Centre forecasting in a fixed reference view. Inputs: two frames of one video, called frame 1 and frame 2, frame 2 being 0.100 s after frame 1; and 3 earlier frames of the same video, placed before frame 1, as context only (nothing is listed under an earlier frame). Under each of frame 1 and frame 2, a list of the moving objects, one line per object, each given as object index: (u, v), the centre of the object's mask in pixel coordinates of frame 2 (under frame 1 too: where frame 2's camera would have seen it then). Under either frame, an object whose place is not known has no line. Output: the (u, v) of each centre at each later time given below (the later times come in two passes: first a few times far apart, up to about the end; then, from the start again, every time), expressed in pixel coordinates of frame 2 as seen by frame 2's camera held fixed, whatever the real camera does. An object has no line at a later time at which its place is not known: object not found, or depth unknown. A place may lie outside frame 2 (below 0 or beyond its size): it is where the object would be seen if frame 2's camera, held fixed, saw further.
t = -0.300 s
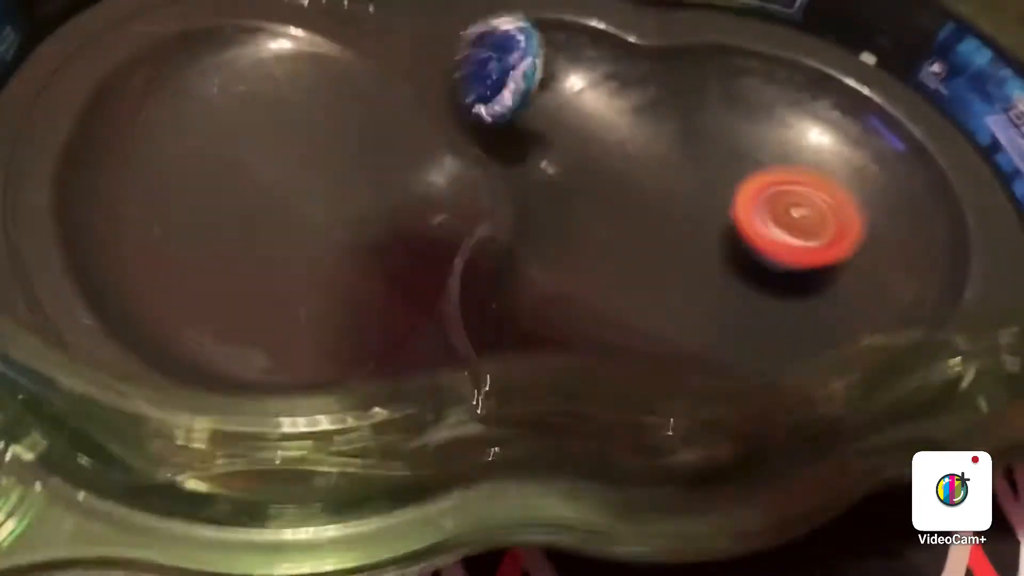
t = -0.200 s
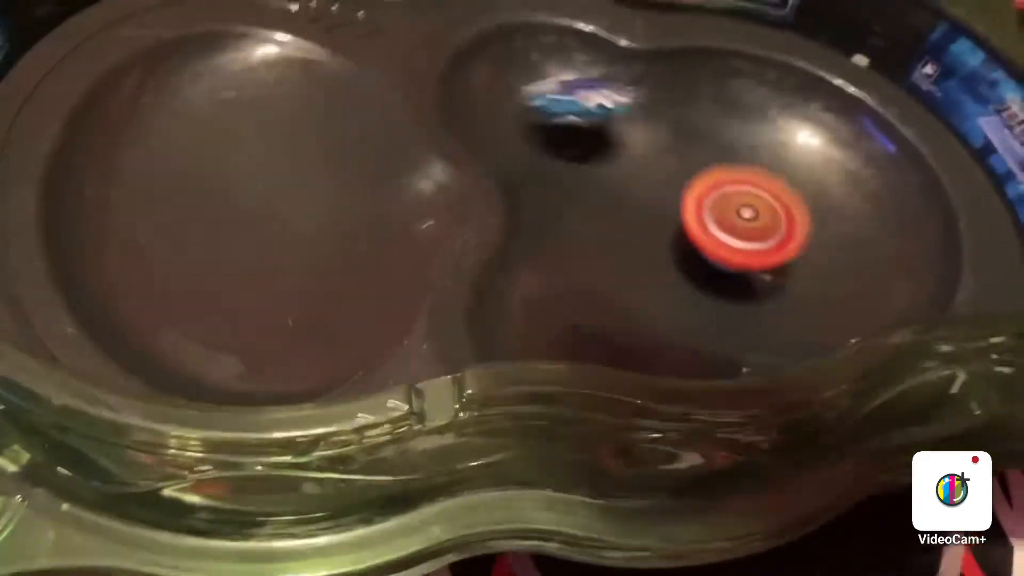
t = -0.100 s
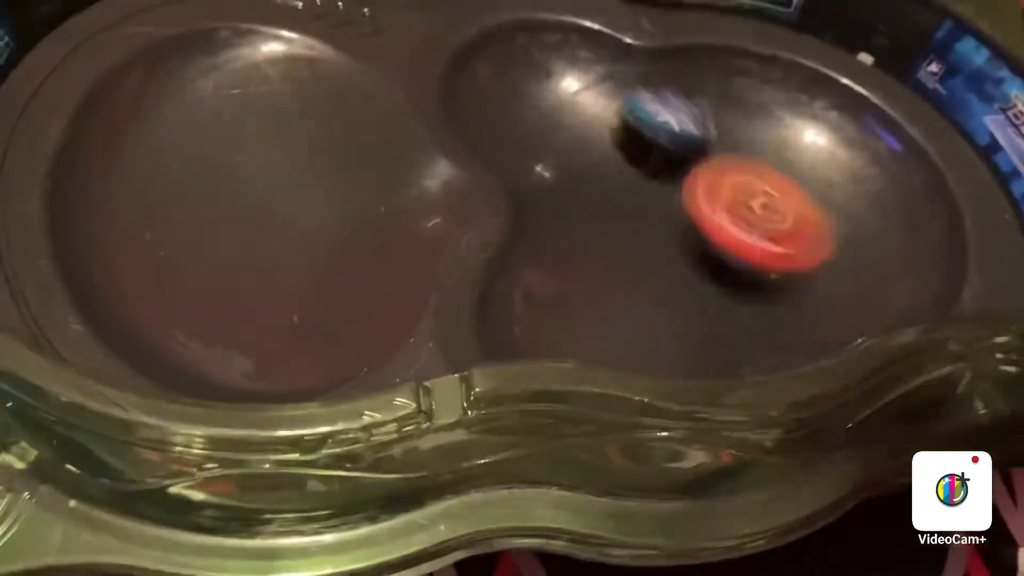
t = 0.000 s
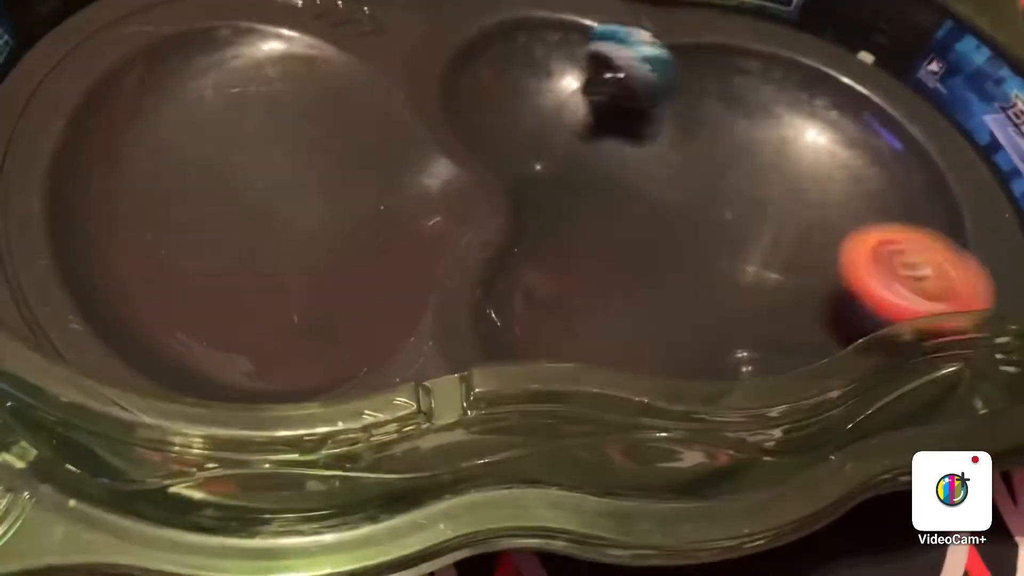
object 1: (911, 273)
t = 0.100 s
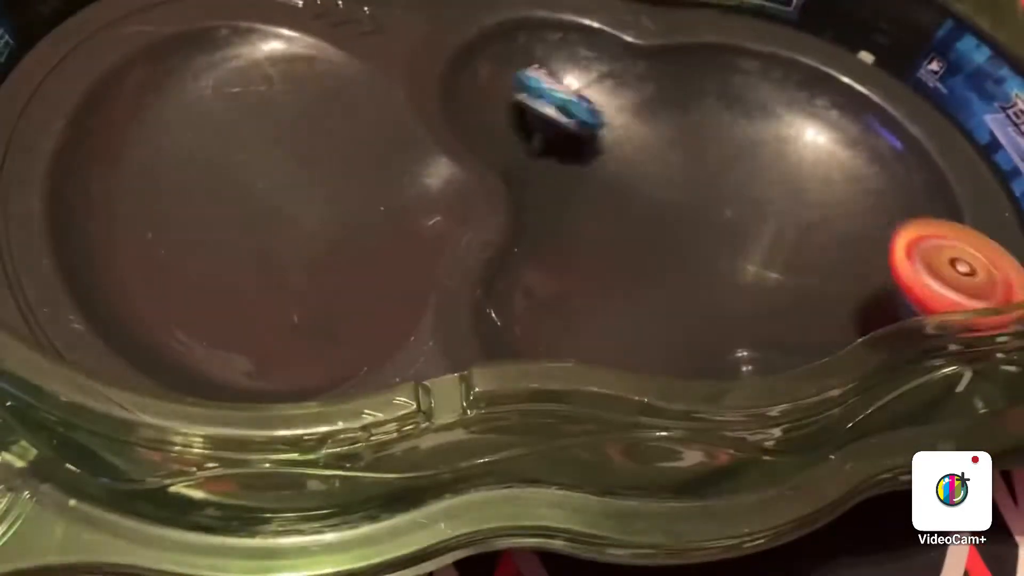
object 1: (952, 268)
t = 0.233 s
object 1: (847, 256)
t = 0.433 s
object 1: (697, 125)
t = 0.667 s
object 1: (824, 148)
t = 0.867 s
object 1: (900, 280)
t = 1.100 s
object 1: (584, 193)
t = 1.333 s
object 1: (612, 28)
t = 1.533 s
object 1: (618, 166)
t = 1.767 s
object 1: (673, 247)
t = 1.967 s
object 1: (774, 275)
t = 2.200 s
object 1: (728, 247)
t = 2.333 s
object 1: (703, 247)
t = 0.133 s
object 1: (945, 268)
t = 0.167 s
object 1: (924, 269)
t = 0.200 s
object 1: (888, 271)
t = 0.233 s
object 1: (847, 256)
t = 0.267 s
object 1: (805, 235)
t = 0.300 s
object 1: (767, 211)
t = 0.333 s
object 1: (737, 186)
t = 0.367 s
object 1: (715, 163)
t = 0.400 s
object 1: (700, 143)
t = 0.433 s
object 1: (697, 125)
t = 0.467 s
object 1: (701, 114)
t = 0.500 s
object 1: (711, 107)
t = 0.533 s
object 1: (725, 106)
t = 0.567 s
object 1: (743, 110)
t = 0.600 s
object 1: (765, 117)
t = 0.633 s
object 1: (793, 131)
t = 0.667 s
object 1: (824, 148)
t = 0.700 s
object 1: (856, 166)
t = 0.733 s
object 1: (886, 187)
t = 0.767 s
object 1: (910, 210)
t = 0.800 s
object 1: (923, 234)
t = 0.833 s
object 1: (922, 258)
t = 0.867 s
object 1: (900, 280)
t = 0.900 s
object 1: (863, 296)
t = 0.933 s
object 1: (812, 301)
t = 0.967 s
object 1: (755, 295)
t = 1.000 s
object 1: (695, 281)
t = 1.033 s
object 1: (643, 257)
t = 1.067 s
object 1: (610, 224)
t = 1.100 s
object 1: (584, 193)
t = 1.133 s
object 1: (569, 165)
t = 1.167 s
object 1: (560, 139)
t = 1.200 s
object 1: (561, 112)
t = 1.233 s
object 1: (567, 81)
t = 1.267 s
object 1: (584, 47)
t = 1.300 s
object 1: (600, 31)
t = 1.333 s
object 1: (612, 28)
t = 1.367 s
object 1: (621, 36)
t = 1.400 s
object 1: (625, 53)
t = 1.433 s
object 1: (629, 87)
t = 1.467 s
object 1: (637, 123)
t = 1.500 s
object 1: (631, 150)
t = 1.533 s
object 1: (618, 166)
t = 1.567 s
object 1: (610, 181)
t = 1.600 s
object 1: (608, 194)
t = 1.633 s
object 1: (611, 205)
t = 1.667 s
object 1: (620, 217)
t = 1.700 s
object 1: (634, 228)
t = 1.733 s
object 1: (652, 238)
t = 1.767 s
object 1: (673, 247)
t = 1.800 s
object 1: (699, 254)
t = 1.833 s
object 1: (722, 257)
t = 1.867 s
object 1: (744, 259)
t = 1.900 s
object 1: (764, 262)
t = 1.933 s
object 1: (771, 269)
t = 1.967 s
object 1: (774, 275)
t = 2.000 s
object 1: (774, 277)
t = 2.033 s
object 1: (771, 276)
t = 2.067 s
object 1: (765, 273)
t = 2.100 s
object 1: (758, 268)
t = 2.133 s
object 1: (748, 261)
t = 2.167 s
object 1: (736, 257)
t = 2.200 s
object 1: (728, 247)
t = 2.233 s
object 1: (721, 242)
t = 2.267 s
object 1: (713, 242)
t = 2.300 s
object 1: (707, 244)
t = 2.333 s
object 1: (703, 247)
